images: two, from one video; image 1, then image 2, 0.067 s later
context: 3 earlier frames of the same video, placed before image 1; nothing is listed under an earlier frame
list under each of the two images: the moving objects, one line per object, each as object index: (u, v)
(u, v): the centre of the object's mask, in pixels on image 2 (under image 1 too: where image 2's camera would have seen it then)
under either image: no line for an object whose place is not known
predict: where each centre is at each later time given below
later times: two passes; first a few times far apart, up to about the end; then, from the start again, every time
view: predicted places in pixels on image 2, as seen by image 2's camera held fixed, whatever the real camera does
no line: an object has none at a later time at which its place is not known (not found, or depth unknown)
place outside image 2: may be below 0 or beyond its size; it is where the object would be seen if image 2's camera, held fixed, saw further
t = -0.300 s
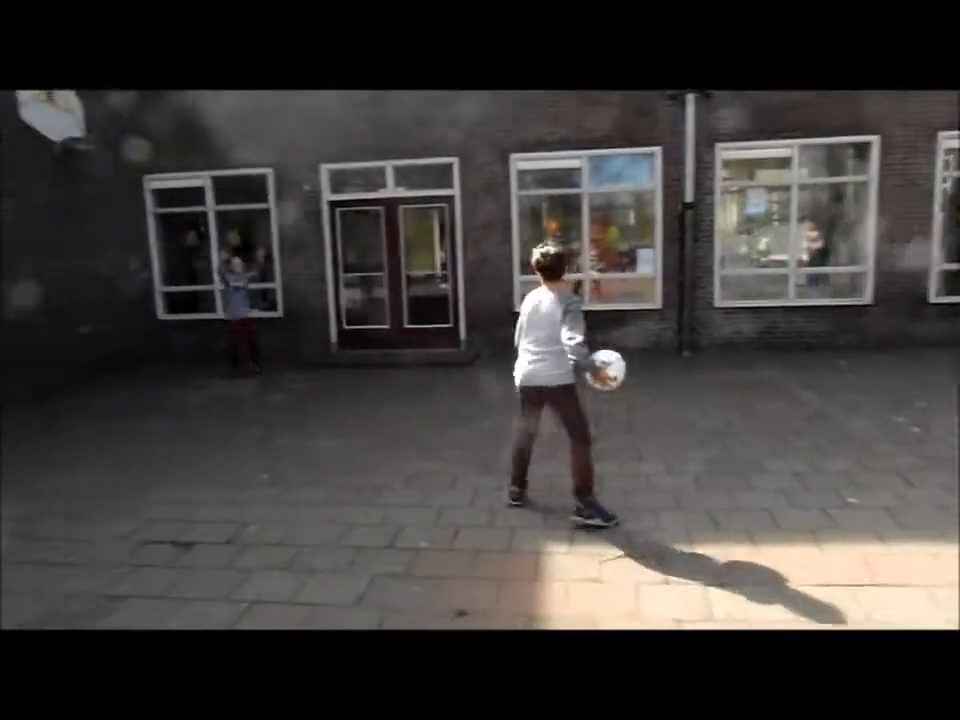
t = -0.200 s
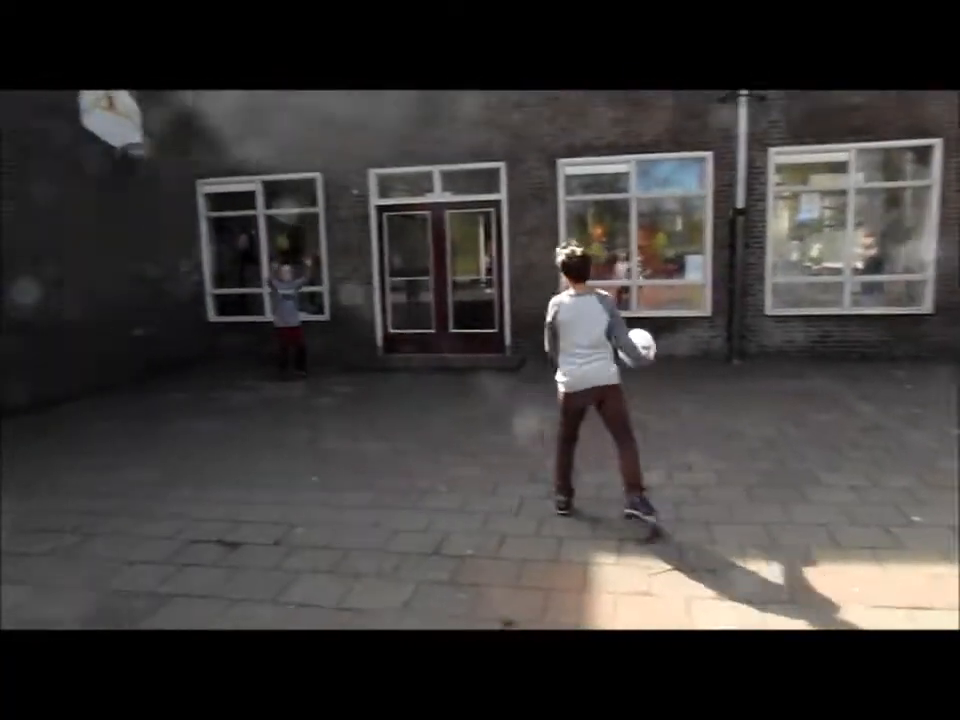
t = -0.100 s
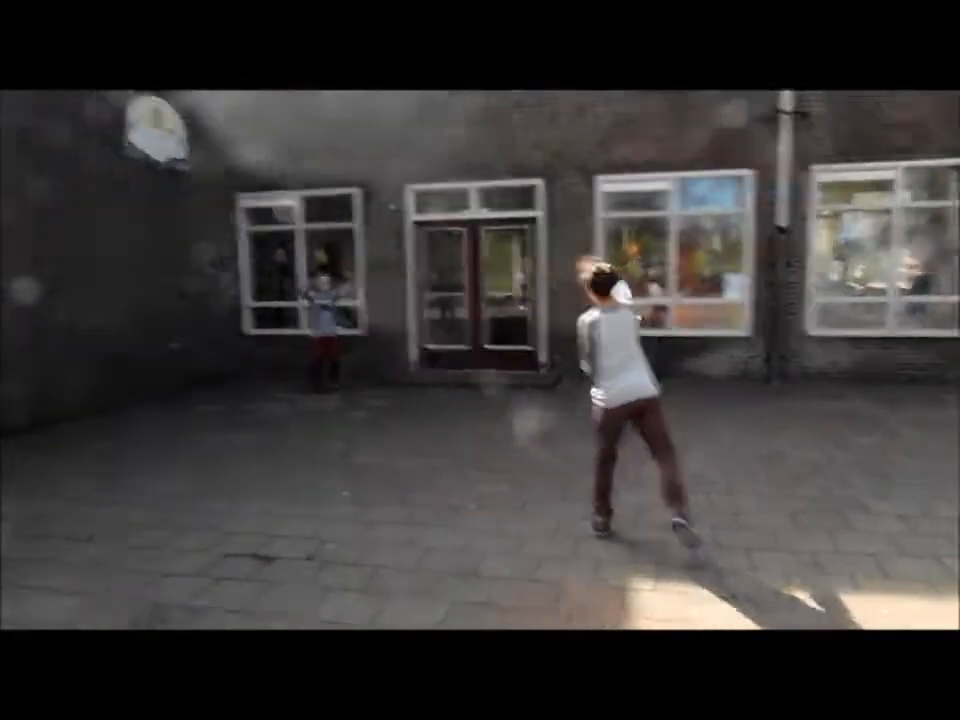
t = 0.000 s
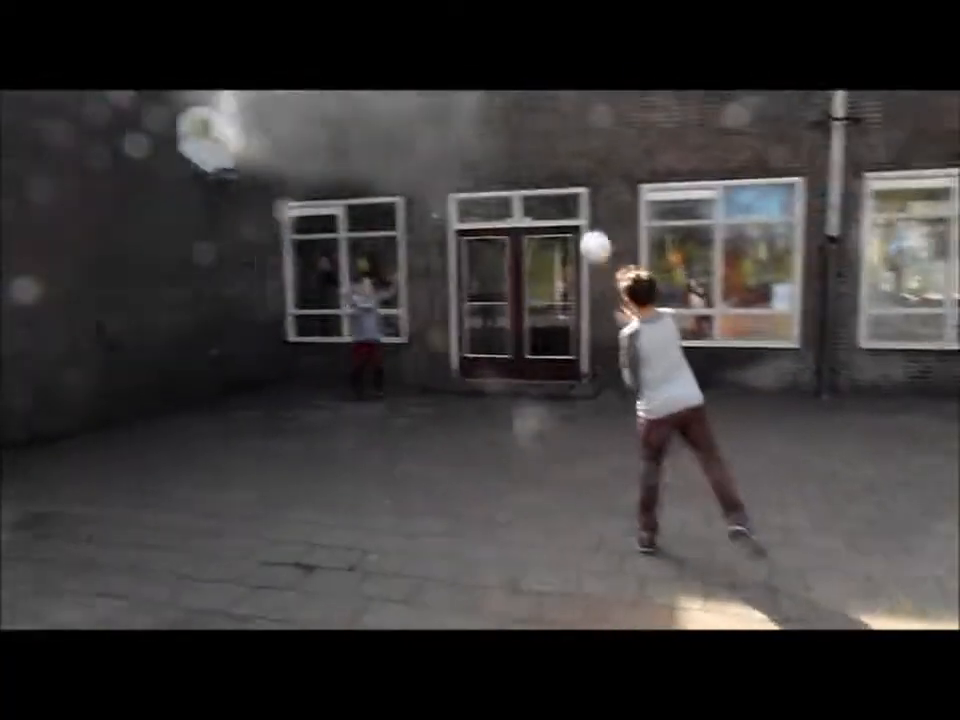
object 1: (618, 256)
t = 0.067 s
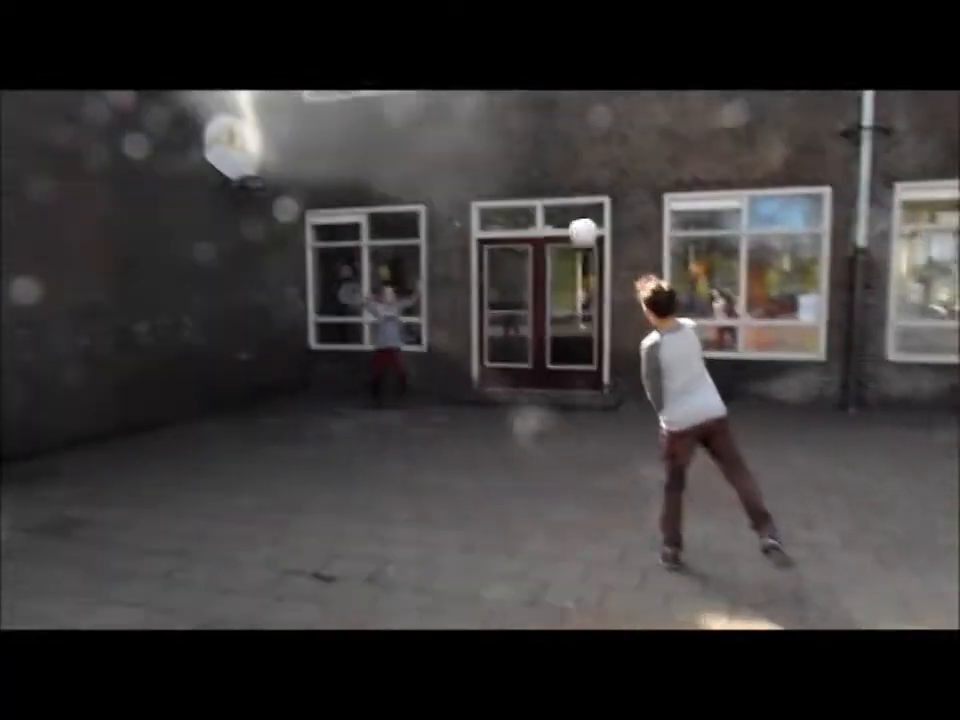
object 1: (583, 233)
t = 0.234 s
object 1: (513, 205)
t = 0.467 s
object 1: (447, 225)
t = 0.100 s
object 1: (567, 223)
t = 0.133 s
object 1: (552, 215)
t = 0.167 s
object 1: (538, 211)
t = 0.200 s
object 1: (524, 207)
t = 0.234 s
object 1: (513, 205)
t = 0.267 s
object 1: (501, 205)
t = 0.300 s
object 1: (491, 206)
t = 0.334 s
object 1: (482, 207)
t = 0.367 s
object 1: (472, 210)
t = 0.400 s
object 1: (462, 215)
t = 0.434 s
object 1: (455, 219)
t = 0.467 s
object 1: (447, 225)
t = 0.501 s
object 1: (439, 231)
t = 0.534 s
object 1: (433, 238)
